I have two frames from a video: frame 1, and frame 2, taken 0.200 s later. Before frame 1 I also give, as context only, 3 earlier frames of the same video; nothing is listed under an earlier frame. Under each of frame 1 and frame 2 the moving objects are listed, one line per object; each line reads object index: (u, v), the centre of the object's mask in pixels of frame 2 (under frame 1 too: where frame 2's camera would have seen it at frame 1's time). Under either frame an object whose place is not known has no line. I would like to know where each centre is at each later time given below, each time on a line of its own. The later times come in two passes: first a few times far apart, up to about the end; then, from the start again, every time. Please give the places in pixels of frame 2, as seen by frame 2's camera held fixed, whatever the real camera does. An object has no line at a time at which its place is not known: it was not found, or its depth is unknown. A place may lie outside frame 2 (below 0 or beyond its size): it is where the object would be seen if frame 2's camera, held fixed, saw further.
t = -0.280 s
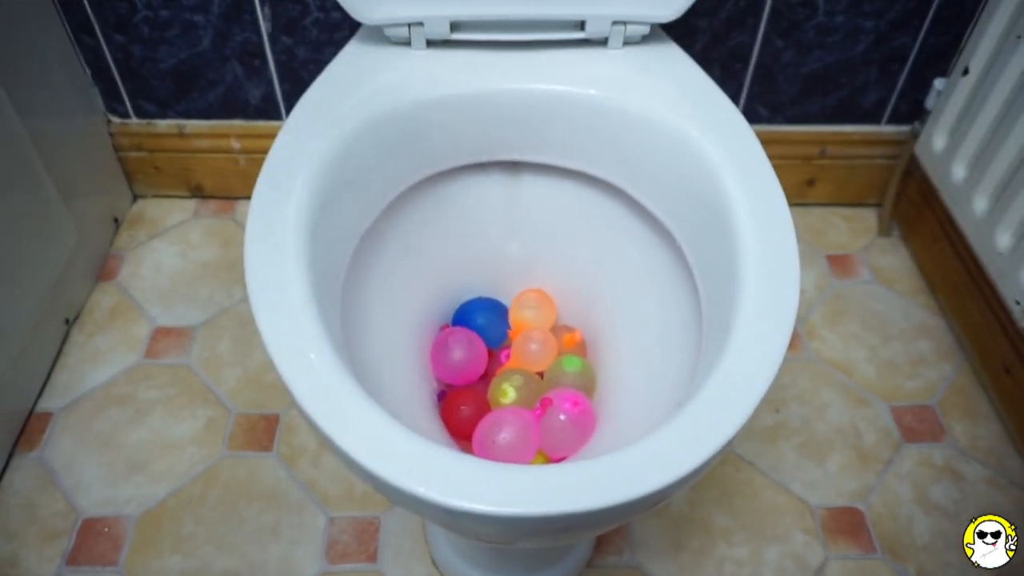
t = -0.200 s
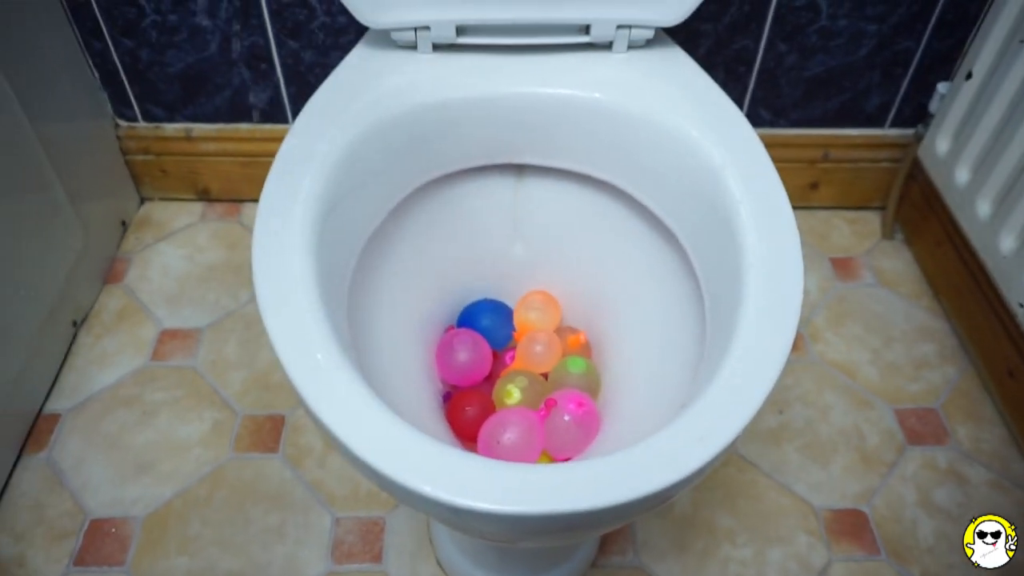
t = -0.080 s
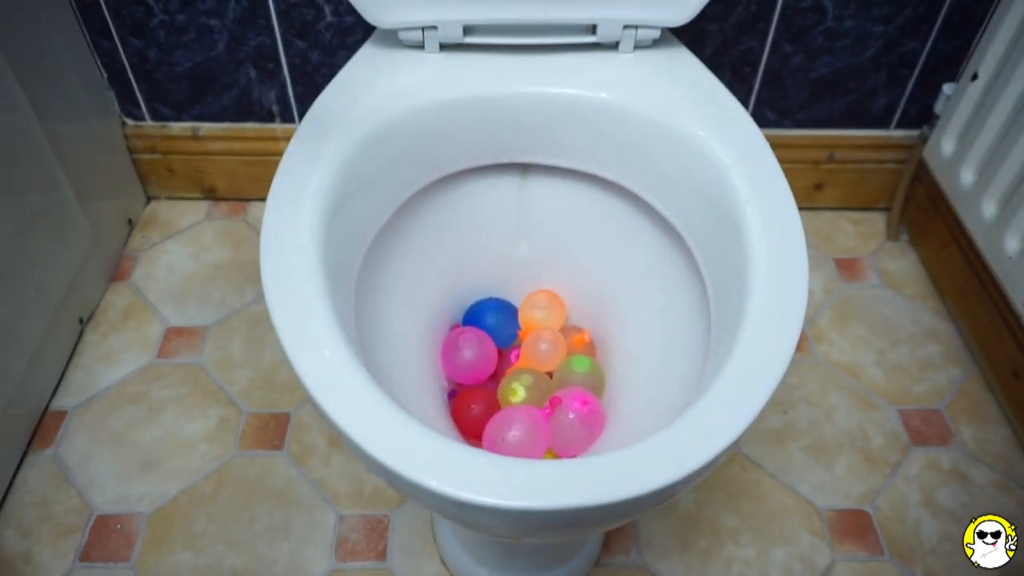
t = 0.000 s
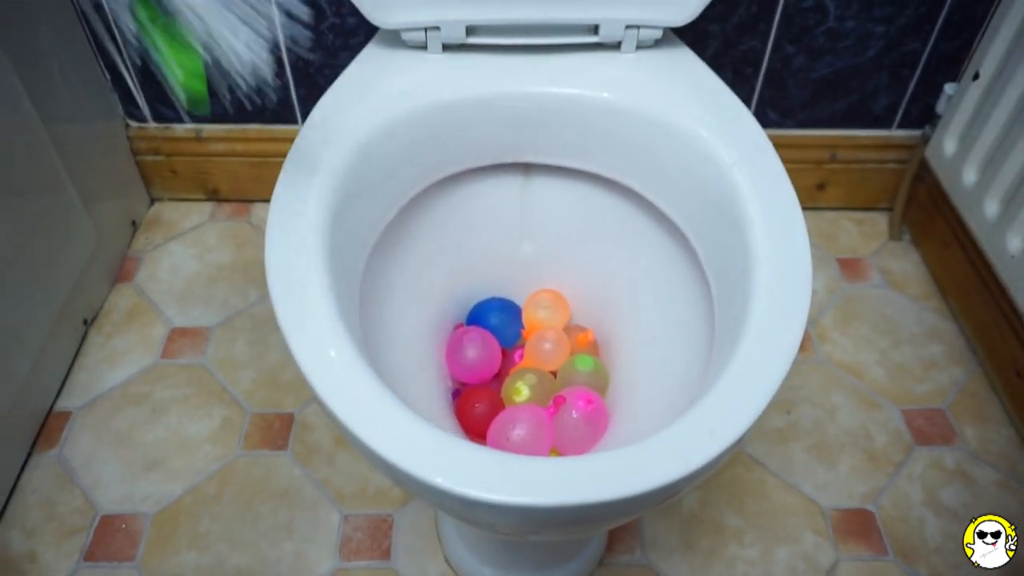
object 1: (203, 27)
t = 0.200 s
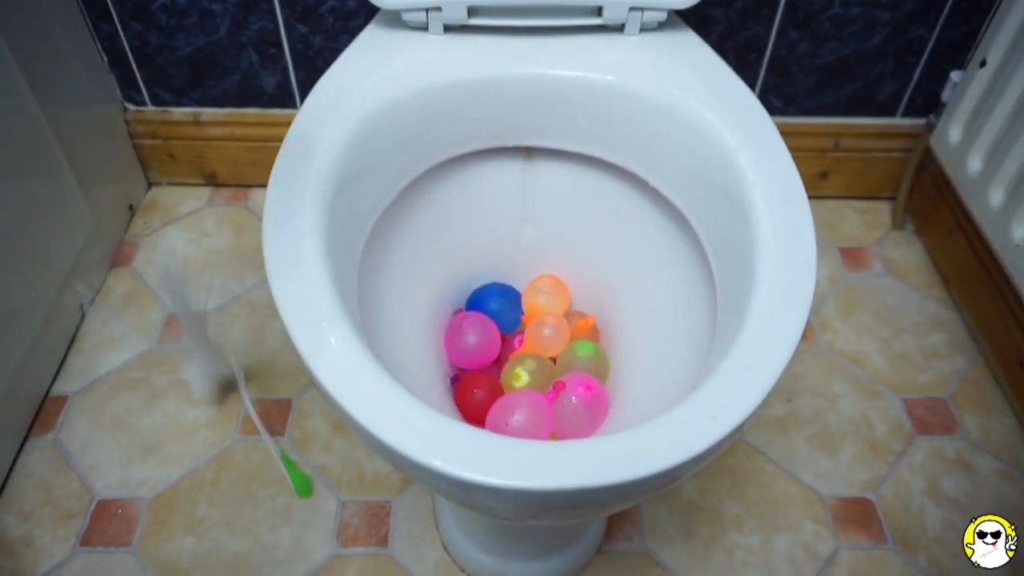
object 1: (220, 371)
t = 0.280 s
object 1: (207, 351)
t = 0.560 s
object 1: (222, 387)
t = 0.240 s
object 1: (183, 369)
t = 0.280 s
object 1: (207, 351)
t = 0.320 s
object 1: (211, 364)
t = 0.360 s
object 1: (211, 369)
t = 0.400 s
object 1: (219, 378)
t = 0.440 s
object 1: (236, 391)
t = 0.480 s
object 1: (223, 393)
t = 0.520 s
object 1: (219, 385)
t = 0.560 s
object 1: (222, 387)
